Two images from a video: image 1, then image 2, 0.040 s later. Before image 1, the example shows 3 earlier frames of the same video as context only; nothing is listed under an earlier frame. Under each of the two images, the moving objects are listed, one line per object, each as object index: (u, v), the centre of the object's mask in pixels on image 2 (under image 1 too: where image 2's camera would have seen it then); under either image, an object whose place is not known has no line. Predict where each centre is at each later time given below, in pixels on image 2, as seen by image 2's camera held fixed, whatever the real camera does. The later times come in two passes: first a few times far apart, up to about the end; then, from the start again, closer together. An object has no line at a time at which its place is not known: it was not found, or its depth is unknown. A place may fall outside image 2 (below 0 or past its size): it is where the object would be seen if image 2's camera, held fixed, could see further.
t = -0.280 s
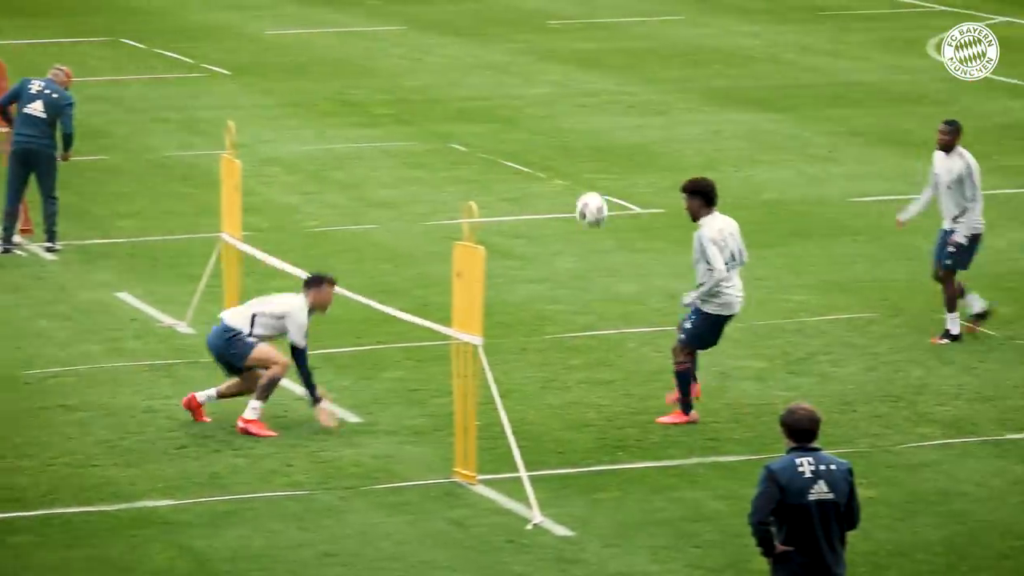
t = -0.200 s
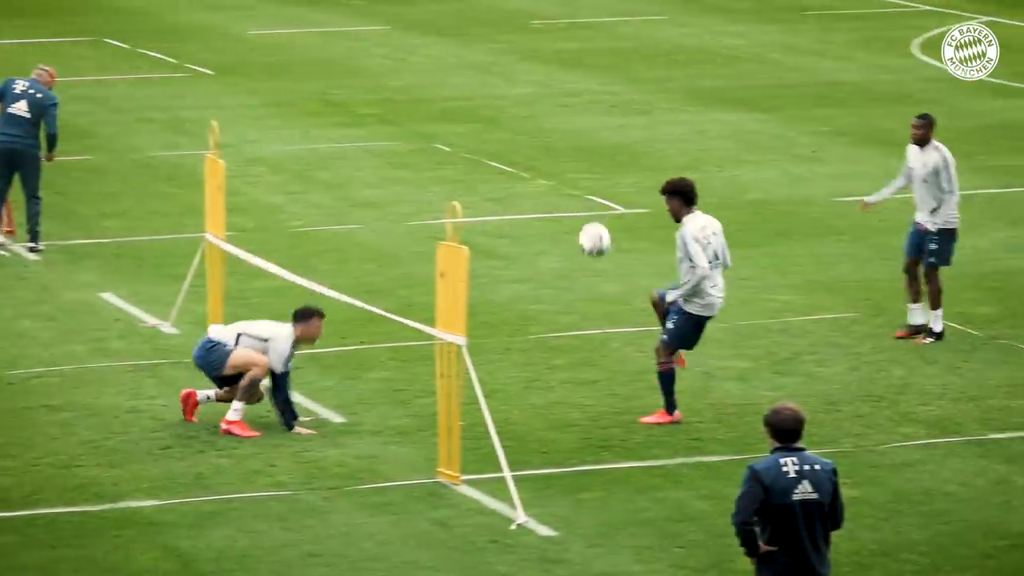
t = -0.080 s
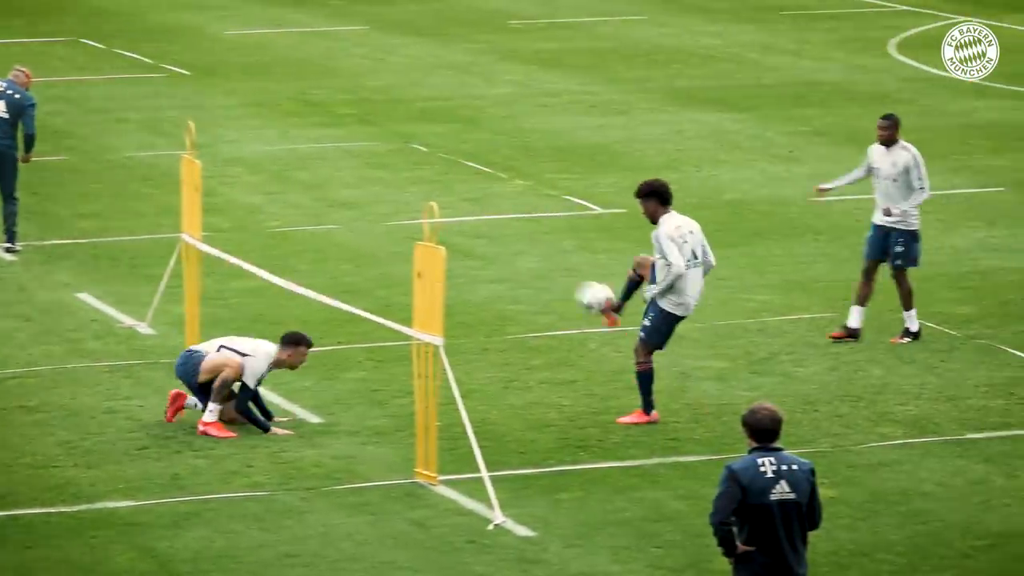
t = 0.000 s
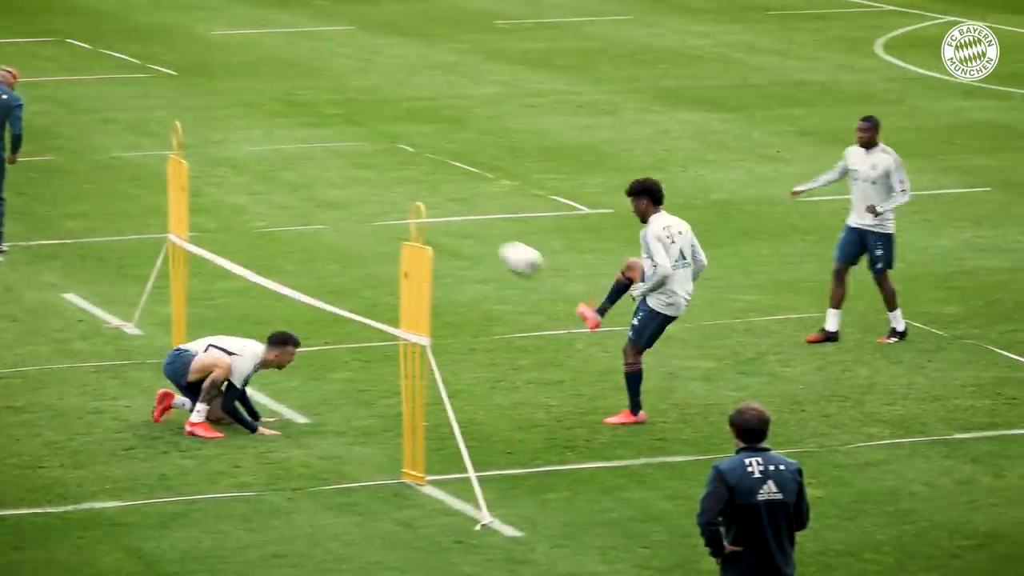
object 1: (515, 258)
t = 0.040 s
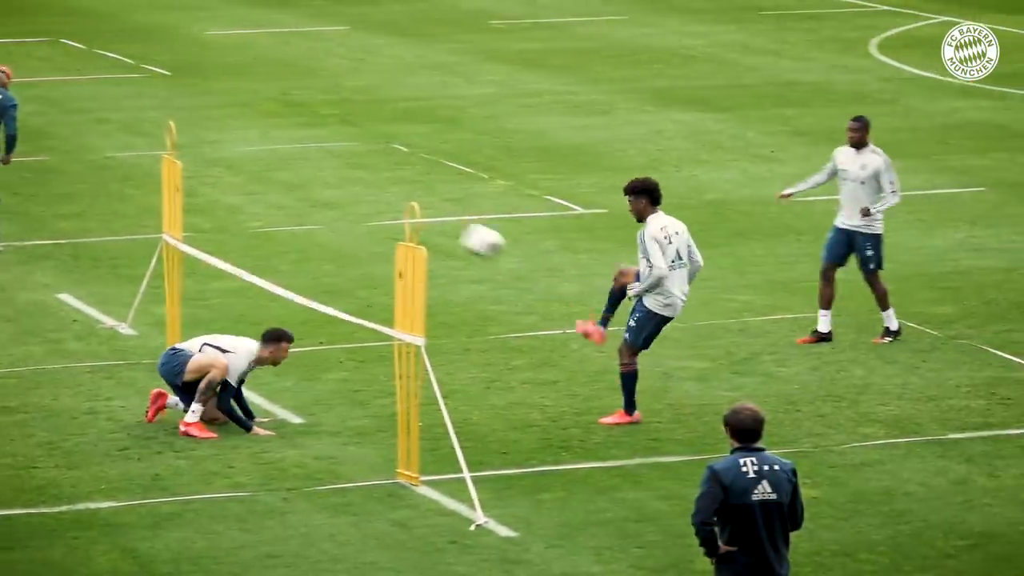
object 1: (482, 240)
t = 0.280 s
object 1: (280, 177)
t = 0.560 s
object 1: (31, 209)
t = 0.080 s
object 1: (450, 224)
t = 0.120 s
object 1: (416, 210)
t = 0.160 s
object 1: (383, 199)
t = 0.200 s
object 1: (349, 189)
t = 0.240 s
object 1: (314, 182)
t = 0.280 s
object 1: (280, 177)
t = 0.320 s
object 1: (245, 174)
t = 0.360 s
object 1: (211, 174)
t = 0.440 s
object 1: (140, 180)
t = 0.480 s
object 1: (105, 187)
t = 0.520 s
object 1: (69, 197)
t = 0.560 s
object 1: (31, 209)
